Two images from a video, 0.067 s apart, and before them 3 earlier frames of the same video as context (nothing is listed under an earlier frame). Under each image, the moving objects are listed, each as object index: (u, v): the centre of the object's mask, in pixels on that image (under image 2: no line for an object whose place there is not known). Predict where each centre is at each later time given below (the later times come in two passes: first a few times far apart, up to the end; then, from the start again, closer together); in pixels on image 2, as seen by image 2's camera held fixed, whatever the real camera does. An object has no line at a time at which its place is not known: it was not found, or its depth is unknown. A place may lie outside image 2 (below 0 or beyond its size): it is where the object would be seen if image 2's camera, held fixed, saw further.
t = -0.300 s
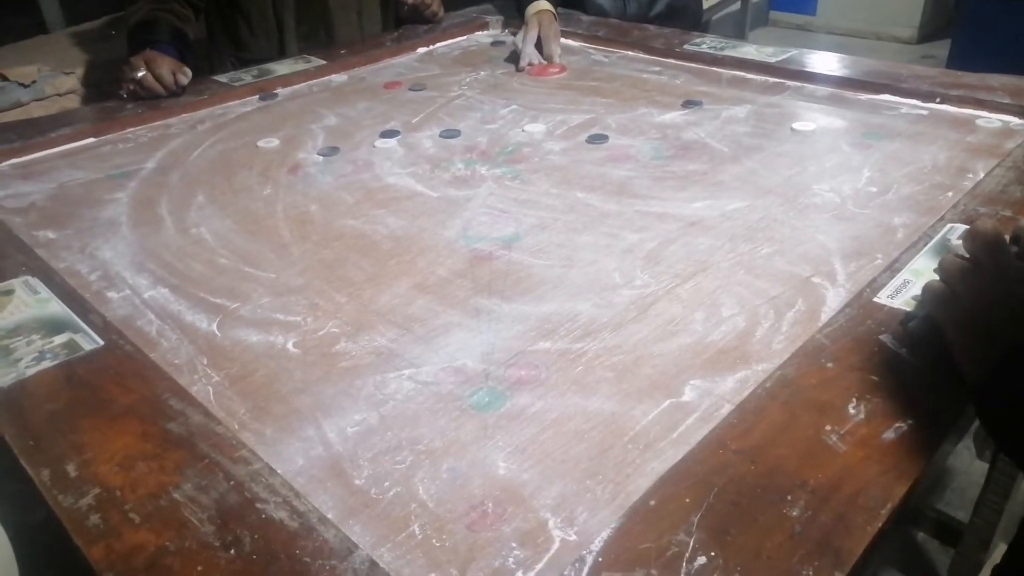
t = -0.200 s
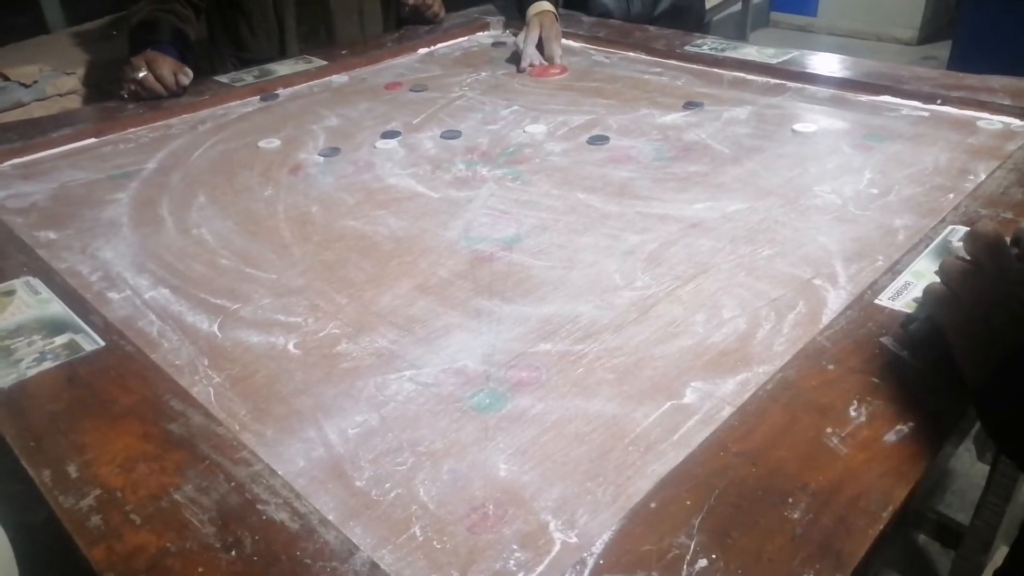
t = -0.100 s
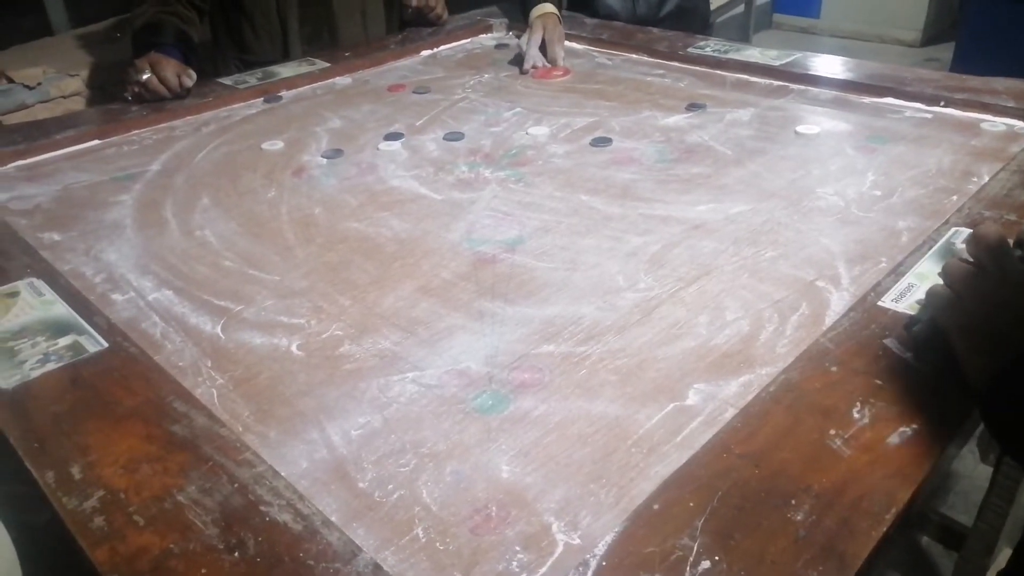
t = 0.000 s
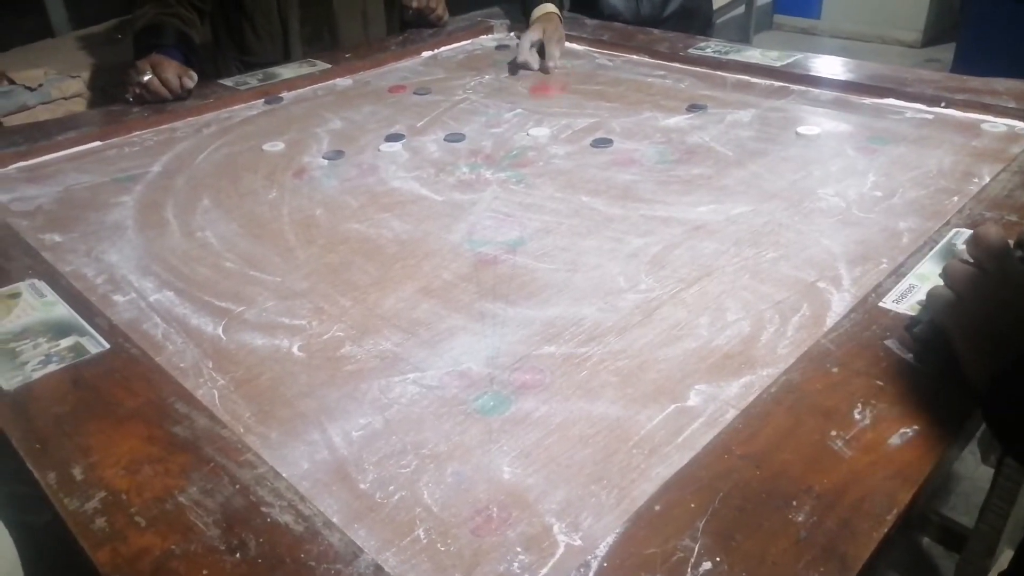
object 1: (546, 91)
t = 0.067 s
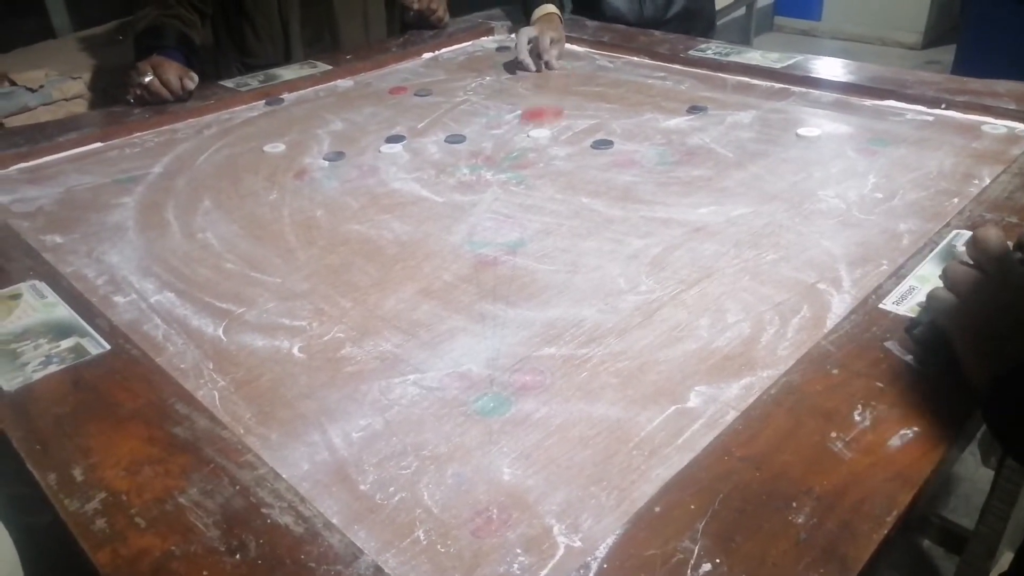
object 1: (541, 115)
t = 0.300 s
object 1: (514, 176)
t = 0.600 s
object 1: (481, 228)
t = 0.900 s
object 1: (474, 235)
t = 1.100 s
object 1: (475, 235)
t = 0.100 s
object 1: (537, 126)
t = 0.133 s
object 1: (535, 135)
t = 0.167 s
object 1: (530, 143)
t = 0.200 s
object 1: (526, 152)
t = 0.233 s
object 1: (522, 160)
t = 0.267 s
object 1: (518, 169)
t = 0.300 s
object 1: (514, 176)
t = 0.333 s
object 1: (510, 185)
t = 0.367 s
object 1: (505, 192)
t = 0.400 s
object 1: (502, 199)
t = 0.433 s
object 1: (498, 205)
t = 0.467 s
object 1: (494, 211)
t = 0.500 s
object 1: (491, 216)
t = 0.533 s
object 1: (487, 220)
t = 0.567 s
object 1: (484, 224)
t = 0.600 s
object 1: (481, 228)
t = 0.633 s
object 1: (479, 231)
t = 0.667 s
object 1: (477, 233)
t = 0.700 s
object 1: (476, 234)
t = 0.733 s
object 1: (475, 234)
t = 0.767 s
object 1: (474, 235)
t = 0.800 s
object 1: (474, 235)
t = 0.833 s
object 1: (474, 235)
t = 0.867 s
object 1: (474, 235)
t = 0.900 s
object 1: (474, 235)
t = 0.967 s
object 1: (474, 235)
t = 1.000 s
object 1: (474, 235)
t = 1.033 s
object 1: (474, 235)
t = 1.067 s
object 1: (474, 235)
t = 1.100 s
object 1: (475, 235)
